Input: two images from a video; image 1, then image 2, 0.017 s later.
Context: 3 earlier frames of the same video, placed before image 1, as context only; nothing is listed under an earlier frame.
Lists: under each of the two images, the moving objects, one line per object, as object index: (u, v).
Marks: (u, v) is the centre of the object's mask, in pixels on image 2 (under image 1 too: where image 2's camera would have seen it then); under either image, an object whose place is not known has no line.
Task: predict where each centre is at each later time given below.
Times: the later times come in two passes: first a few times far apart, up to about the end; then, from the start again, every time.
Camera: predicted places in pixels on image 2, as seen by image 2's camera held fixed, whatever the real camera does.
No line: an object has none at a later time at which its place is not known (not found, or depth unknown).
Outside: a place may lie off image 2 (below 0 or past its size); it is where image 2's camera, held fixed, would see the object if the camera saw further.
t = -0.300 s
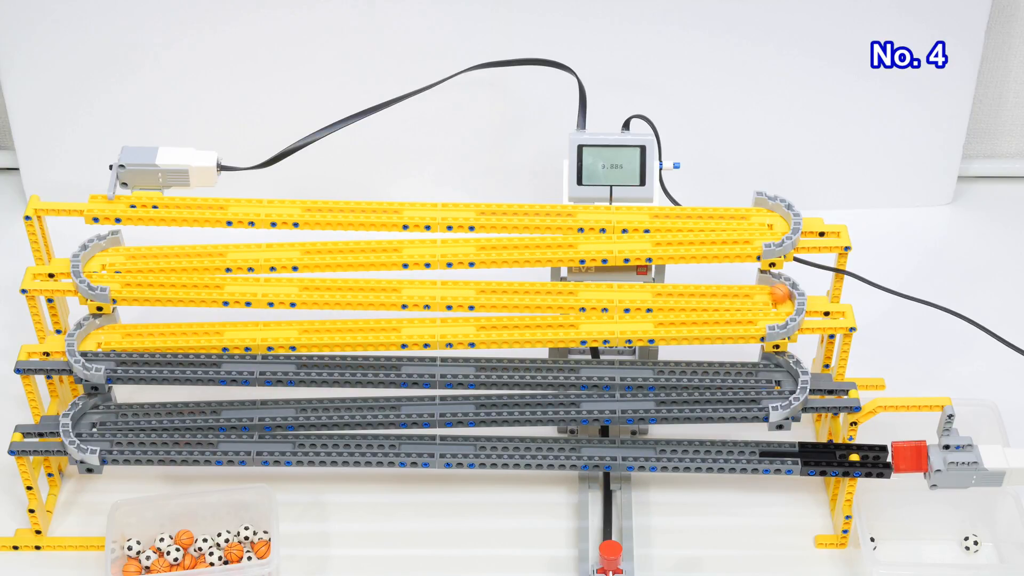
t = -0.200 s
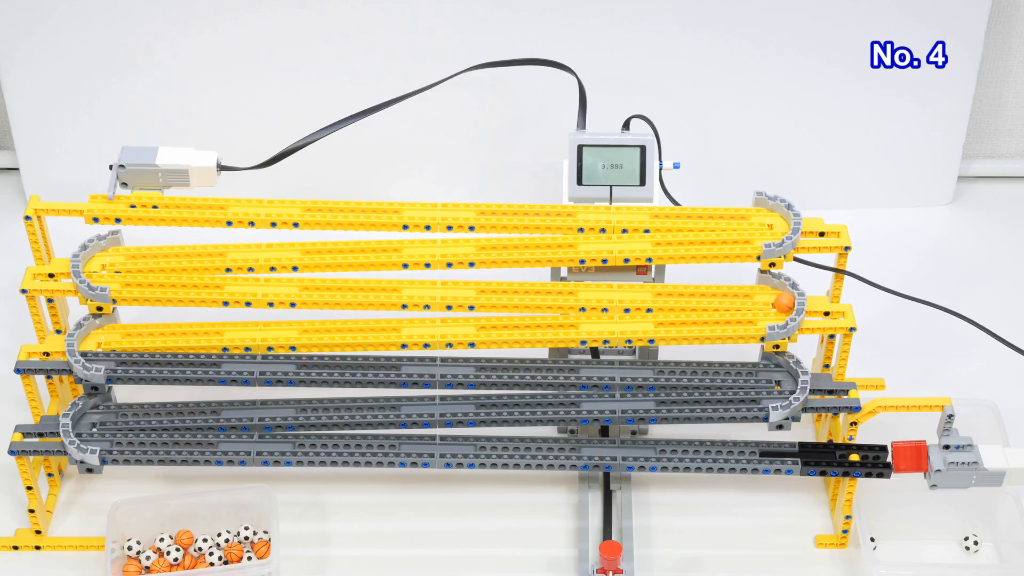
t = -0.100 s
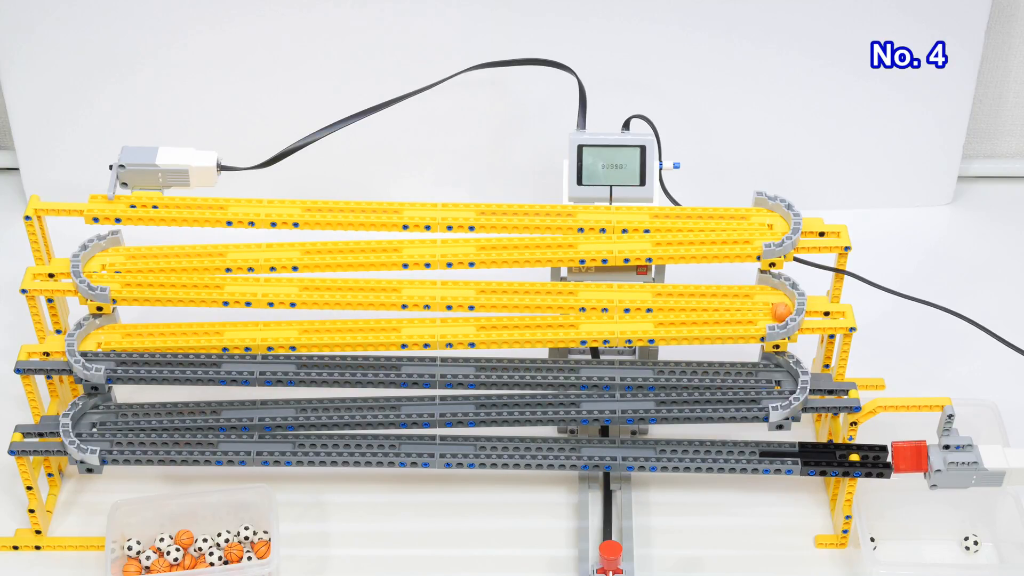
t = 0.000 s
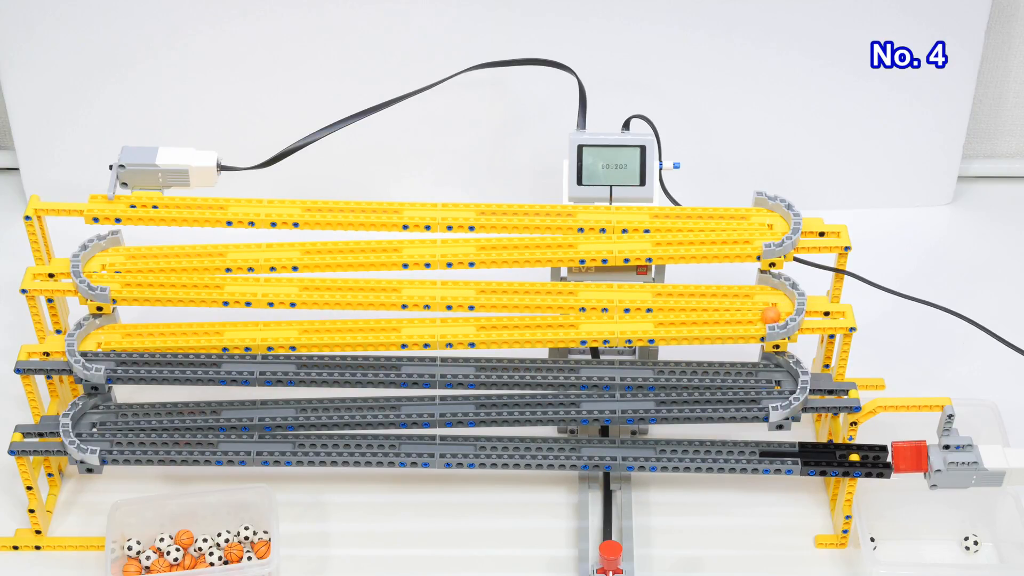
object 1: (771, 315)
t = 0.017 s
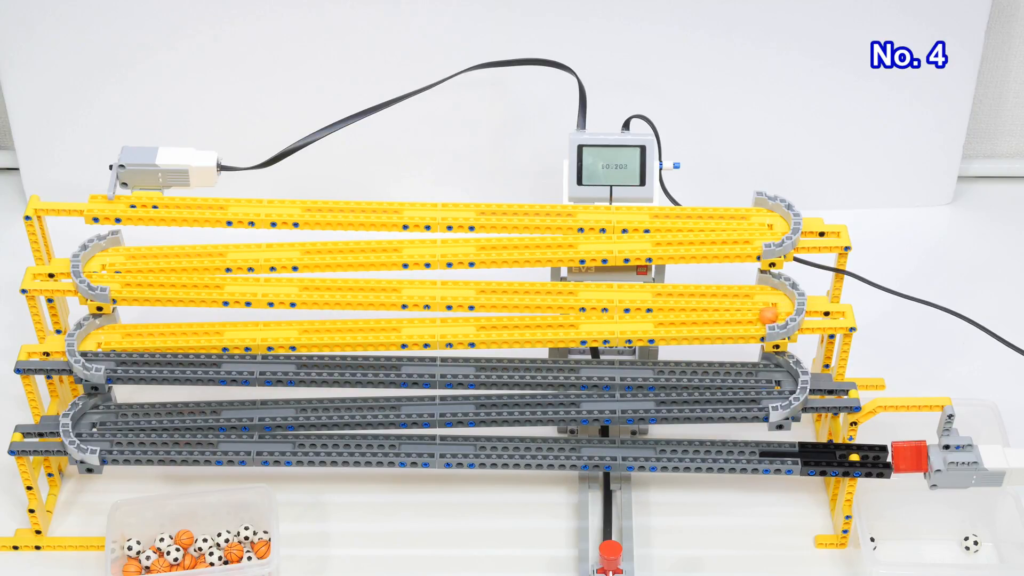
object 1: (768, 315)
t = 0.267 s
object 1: (732, 317)
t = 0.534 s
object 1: (686, 318)
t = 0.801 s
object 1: (632, 319)
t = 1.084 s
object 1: (570, 320)
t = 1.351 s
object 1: (501, 322)
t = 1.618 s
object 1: (426, 323)
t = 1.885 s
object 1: (347, 325)
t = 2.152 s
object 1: (262, 327)
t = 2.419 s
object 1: (172, 328)
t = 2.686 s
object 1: (88, 342)
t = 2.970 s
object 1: (122, 358)
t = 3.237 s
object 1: (165, 358)
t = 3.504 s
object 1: (213, 359)
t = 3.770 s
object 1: (268, 360)
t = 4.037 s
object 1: (329, 361)
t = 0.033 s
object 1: (766, 316)
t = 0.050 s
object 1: (764, 316)
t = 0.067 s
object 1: (761, 316)
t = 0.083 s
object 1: (759, 316)
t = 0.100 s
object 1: (756, 317)
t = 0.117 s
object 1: (754, 317)
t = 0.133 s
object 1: (752, 317)
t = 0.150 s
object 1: (749, 317)
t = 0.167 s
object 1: (747, 317)
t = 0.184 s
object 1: (745, 317)
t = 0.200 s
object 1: (743, 317)
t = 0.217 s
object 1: (740, 317)
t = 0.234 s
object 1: (737, 318)
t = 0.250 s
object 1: (735, 318)
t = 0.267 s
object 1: (732, 317)
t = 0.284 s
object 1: (729, 317)
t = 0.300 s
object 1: (726, 317)
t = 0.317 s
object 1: (724, 317)
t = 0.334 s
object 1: (721, 317)
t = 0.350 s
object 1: (718, 317)
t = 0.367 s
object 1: (715, 318)
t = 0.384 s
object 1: (713, 317)
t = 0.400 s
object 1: (710, 317)
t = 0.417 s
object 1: (707, 318)
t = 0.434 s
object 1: (704, 318)
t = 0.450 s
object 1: (701, 318)
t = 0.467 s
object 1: (699, 318)
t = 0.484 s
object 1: (696, 318)
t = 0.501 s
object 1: (692, 318)
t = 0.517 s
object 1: (690, 318)
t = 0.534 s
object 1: (686, 318)
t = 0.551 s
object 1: (683, 318)
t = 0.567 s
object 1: (680, 318)
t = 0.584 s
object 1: (676, 318)
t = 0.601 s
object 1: (673, 318)
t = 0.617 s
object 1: (670, 318)
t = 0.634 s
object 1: (667, 318)
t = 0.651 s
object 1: (663, 319)
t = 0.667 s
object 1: (660, 319)
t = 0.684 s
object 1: (657, 318)
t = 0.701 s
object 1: (653, 319)
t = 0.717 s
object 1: (650, 319)
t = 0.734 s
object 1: (647, 318)
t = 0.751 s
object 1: (643, 319)
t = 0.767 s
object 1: (639, 319)
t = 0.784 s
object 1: (637, 319)
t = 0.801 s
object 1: (632, 319)
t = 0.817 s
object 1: (628, 319)
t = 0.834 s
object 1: (626, 318)
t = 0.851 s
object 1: (622, 319)
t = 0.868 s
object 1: (618, 319)
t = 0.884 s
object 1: (615, 320)
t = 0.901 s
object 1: (611, 320)
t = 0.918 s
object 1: (607, 319)
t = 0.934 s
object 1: (604, 319)
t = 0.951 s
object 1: (599, 320)
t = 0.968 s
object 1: (596, 320)
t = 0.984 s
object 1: (592, 320)
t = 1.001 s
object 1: (588, 320)
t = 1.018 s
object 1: (583, 320)
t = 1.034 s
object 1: (580, 320)
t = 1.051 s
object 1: (576, 320)
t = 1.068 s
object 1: (572, 320)
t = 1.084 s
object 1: (570, 320)
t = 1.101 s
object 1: (564, 321)
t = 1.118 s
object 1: (560, 321)
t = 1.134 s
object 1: (556, 321)
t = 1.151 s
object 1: (552, 321)
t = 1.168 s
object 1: (548, 321)
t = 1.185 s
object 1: (544, 321)
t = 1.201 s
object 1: (539, 321)
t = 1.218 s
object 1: (535, 321)
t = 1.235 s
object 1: (531, 321)
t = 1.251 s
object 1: (527, 321)
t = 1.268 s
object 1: (523, 321)
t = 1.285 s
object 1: (518, 321)
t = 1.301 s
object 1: (514, 322)
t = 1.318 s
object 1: (510, 322)
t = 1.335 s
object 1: (504, 322)
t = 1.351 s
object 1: (501, 322)
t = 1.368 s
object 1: (495, 322)
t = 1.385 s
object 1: (491, 322)
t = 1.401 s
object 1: (487, 322)
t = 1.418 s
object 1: (482, 322)
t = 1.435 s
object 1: (478, 322)
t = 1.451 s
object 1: (474, 322)
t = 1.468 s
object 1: (469, 323)
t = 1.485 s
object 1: (464, 322)
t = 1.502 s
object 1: (459, 323)
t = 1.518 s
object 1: (454, 323)
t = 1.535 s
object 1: (450, 323)
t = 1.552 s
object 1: (445, 323)
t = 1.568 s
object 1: (440, 323)
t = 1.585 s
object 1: (436, 323)
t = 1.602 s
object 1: (431, 323)
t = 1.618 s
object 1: (426, 323)
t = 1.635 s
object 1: (421, 323)
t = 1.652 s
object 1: (416, 323)
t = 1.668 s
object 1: (411, 323)
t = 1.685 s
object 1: (406, 323)
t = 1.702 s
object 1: (401, 324)
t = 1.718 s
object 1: (397, 324)
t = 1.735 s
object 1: (392, 324)
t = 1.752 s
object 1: (387, 324)
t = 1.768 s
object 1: (382, 324)
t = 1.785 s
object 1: (377, 324)
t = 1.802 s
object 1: (372, 324)
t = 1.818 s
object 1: (367, 324)
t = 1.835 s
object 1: (362, 325)
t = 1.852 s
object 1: (357, 325)
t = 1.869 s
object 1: (352, 325)
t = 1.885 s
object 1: (347, 325)
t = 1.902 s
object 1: (342, 325)
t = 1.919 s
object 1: (337, 325)
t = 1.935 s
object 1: (332, 325)
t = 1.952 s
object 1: (326, 325)
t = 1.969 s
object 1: (321, 325)
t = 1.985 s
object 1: (316, 325)
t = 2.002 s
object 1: (310, 326)
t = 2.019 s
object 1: (305, 326)
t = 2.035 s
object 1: (300, 326)
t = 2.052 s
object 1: (295, 326)
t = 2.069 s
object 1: (289, 326)
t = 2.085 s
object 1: (284, 326)
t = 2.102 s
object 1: (278, 326)
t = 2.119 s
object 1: (273, 326)
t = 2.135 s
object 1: (267, 326)
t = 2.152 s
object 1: (262, 327)
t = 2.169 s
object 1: (256, 327)
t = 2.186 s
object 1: (251, 327)
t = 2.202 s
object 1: (245, 327)
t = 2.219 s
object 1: (240, 327)
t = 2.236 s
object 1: (234, 327)
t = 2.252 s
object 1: (229, 327)
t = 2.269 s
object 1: (223, 327)
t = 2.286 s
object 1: (217, 328)
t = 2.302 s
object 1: (212, 328)
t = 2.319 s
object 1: (206, 328)
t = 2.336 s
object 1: (201, 328)
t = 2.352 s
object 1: (195, 328)
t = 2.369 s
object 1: (189, 328)
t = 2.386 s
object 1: (183, 328)
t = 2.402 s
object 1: (177, 329)
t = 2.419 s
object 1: (172, 328)
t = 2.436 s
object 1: (166, 329)
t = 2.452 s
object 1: (160, 329)
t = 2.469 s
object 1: (154, 329)
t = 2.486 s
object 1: (148, 329)
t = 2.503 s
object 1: (142, 329)
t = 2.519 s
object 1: (135, 329)
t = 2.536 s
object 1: (129, 330)
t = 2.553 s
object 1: (123, 330)
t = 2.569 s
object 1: (117, 330)
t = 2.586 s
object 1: (111, 330)
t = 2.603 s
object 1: (105, 330)
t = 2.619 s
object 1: (98, 330)
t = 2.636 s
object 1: (93, 333)
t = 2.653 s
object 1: (90, 336)
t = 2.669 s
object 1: (87, 339)
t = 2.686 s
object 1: (88, 342)
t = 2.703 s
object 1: (89, 345)
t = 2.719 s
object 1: (90, 347)
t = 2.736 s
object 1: (92, 350)
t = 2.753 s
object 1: (93, 352)
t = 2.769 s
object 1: (95, 355)
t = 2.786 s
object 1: (97, 356)
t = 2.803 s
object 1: (100, 357)
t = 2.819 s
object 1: (102, 357)
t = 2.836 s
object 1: (104, 357)
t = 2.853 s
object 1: (106, 357)
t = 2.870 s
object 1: (108, 357)
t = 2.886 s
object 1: (110, 357)
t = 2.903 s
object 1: (113, 357)
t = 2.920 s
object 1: (115, 357)
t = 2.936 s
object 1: (117, 358)
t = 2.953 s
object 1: (120, 357)
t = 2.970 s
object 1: (122, 358)
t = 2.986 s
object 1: (125, 358)
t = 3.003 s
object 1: (127, 358)
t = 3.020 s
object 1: (130, 358)
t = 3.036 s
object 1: (132, 358)
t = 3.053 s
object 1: (135, 358)
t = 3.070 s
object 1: (137, 358)
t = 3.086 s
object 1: (140, 358)
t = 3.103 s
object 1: (143, 358)
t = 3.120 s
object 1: (145, 358)
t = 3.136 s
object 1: (148, 358)
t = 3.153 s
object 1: (151, 358)
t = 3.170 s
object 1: (153, 358)
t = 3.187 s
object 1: (156, 358)
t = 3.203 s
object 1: (159, 358)
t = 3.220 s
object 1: (162, 358)
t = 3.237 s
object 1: (165, 358)
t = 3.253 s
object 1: (167, 358)
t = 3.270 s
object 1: (170, 358)
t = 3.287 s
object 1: (173, 358)
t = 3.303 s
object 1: (176, 358)
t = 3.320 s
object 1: (179, 359)
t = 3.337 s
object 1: (182, 359)
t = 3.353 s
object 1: (185, 358)
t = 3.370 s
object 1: (188, 358)
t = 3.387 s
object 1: (191, 359)
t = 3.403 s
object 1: (194, 359)
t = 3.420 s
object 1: (197, 359)
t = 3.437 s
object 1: (200, 359)
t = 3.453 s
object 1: (203, 359)
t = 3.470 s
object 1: (206, 359)
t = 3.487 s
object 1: (210, 359)
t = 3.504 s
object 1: (213, 359)
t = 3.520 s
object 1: (216, 359)
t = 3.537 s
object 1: (219, 359)
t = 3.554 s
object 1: (223, 359)
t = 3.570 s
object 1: (226, 359)
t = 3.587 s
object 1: (230, 359)
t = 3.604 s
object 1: (234, 359)
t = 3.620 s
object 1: (236, 359)
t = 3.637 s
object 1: (240, 359)
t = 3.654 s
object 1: (243, 360)
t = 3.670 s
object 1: (247, 359)
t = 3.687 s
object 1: (251, 360)
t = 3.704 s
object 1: (254, 360)
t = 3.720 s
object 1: (258, 360)
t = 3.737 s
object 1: (261, 360)
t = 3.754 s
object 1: (265, 360)
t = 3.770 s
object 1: (268, 360)
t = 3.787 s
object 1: (272, 360)
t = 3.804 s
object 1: (275, 360)
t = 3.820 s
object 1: (279, 360)
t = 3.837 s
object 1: (283, 361)
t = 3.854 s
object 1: (287, 361)
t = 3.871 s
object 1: (290, 361)
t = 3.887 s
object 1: (294, 361)
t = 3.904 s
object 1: (297, 361)
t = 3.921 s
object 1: (301, 361)
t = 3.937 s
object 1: (305, 360)
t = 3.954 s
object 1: (309, 361)
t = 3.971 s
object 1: (313, 360)
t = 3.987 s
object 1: (317, 360)
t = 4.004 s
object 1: (321, 361)
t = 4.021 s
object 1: (324, 361)
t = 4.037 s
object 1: (329, 361)
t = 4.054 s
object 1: (332, 361)
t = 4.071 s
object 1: (336, 361)
